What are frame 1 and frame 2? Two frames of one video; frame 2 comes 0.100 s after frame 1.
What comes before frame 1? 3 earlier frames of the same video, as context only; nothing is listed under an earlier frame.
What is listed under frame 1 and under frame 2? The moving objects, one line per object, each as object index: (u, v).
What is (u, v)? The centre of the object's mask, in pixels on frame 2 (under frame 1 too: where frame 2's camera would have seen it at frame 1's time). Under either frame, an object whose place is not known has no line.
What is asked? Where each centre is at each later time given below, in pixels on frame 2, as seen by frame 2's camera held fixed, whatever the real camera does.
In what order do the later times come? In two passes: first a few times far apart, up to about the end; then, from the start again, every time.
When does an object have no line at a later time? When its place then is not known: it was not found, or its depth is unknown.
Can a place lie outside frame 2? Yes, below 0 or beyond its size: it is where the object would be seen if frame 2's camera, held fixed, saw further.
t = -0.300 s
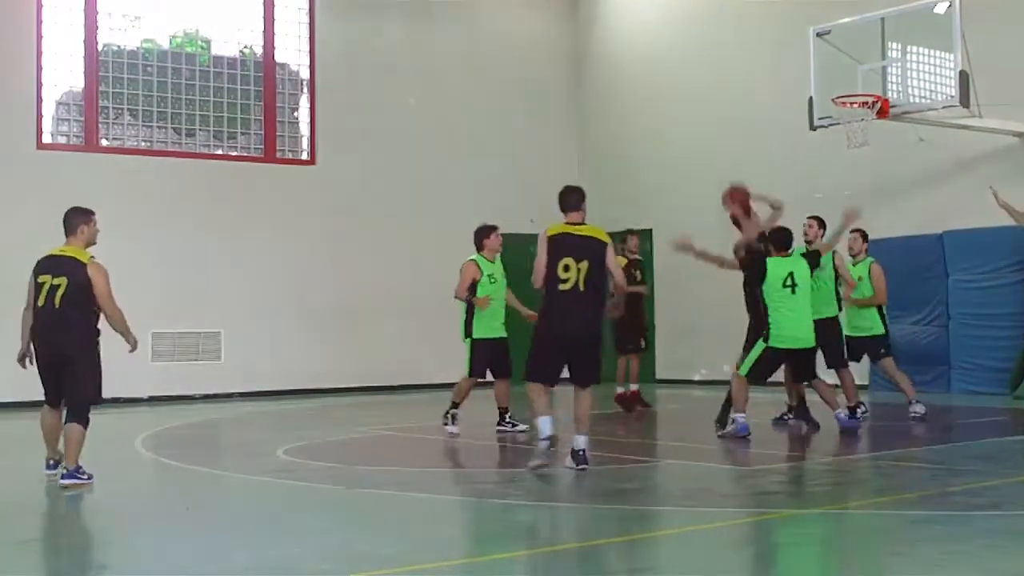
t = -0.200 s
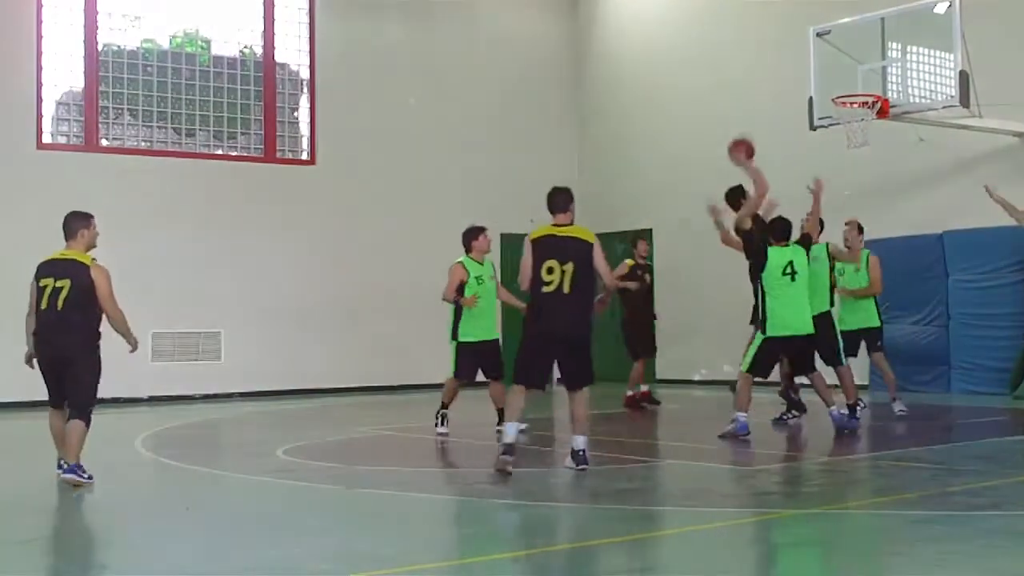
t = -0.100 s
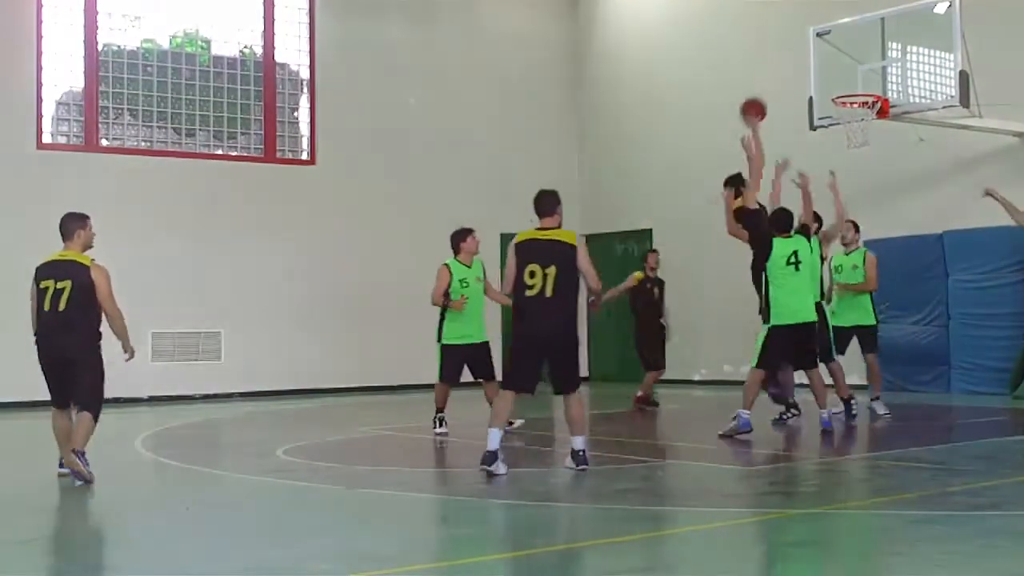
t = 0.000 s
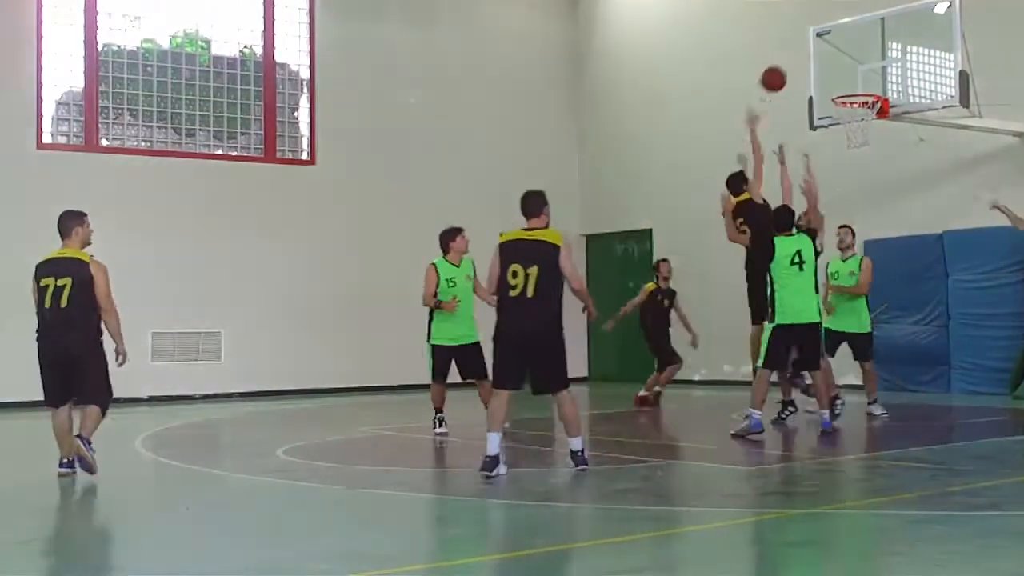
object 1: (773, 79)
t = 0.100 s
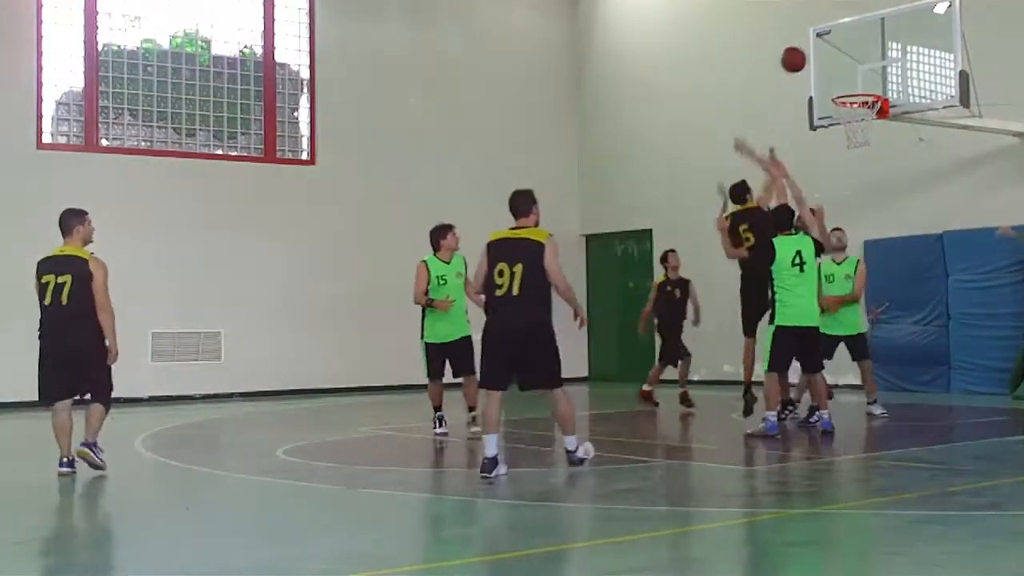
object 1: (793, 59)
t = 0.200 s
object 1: (813, 51)
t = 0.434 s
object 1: (857, 71)
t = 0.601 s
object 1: (877, 79)
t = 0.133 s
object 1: (799, 55)
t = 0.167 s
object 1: (806, 52)
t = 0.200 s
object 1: (813, 51)
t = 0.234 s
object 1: (819, 50)
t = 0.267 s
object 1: (826, 51)
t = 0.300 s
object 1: (832, 53)
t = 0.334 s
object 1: (838, 56)
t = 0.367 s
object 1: (845, 61)
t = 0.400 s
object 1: (851, 65)
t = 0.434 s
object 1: (857, 71)
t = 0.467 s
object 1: (863, 79)
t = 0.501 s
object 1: (868, 82)
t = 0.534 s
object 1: (871, 80)
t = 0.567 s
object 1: (874, 79)
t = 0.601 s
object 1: (877, 79)
